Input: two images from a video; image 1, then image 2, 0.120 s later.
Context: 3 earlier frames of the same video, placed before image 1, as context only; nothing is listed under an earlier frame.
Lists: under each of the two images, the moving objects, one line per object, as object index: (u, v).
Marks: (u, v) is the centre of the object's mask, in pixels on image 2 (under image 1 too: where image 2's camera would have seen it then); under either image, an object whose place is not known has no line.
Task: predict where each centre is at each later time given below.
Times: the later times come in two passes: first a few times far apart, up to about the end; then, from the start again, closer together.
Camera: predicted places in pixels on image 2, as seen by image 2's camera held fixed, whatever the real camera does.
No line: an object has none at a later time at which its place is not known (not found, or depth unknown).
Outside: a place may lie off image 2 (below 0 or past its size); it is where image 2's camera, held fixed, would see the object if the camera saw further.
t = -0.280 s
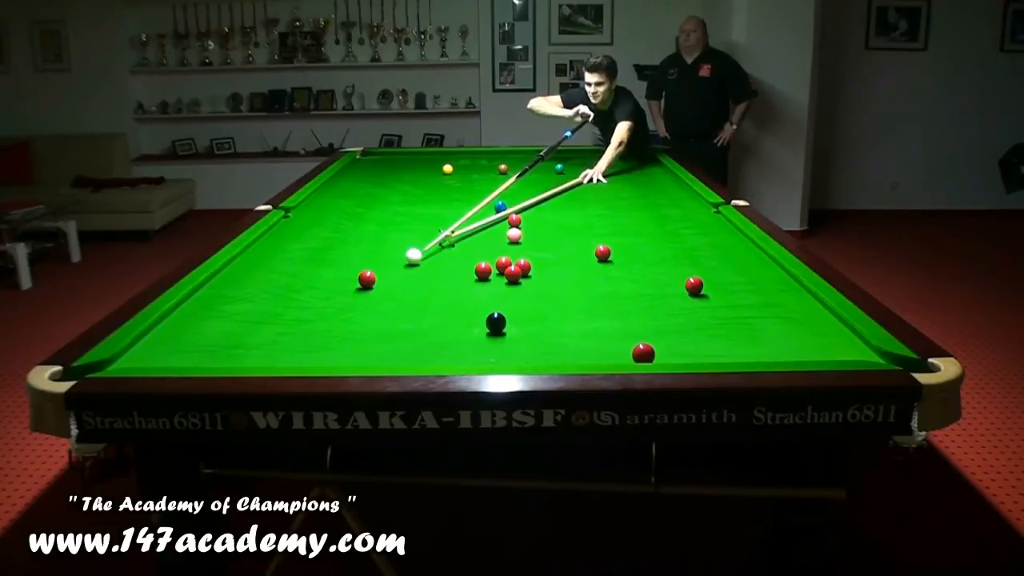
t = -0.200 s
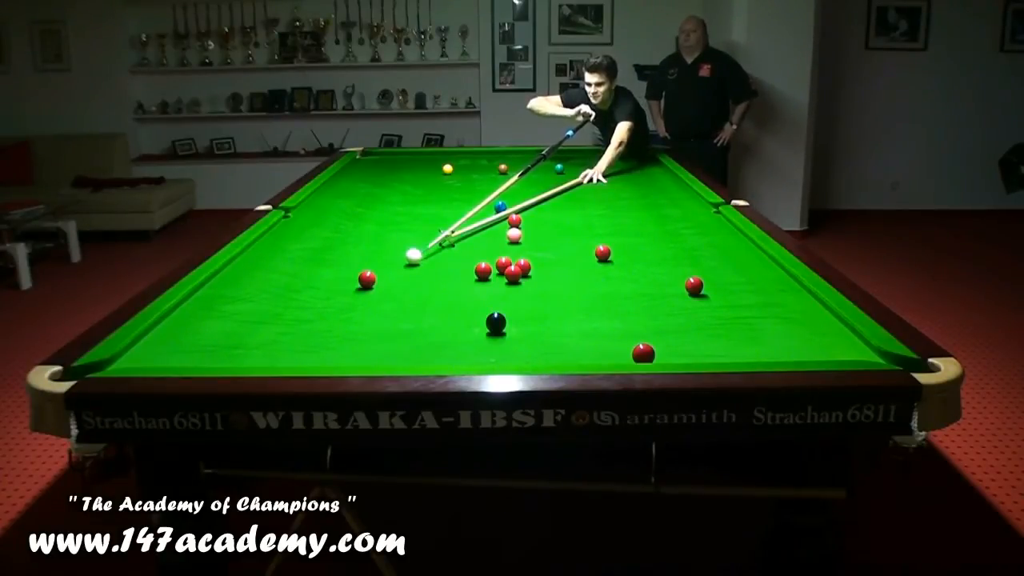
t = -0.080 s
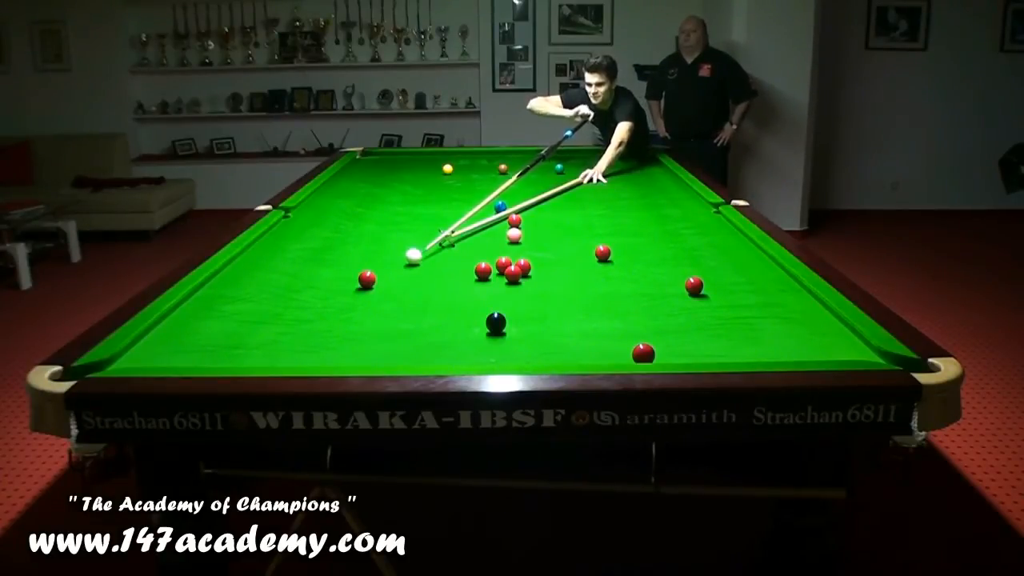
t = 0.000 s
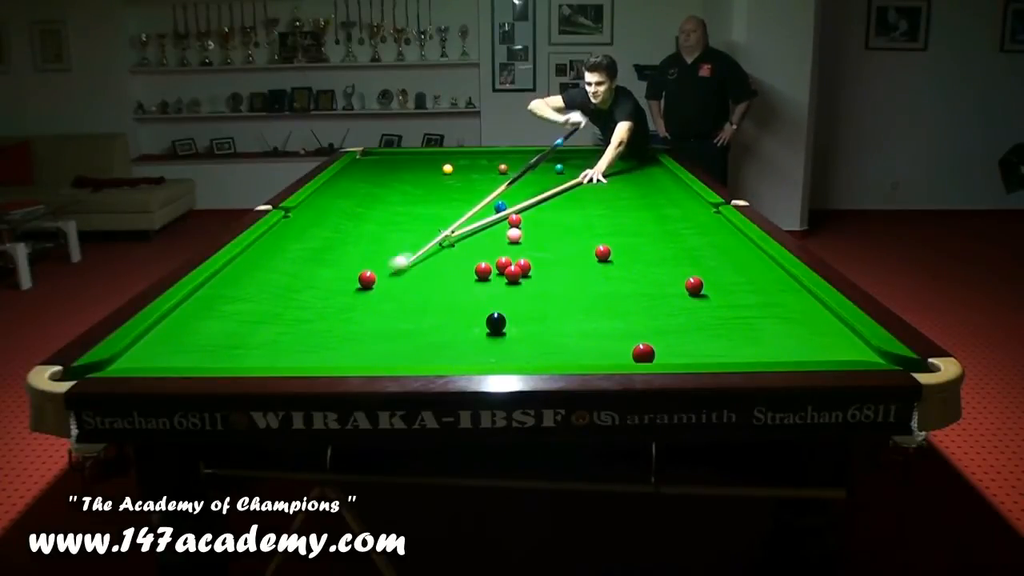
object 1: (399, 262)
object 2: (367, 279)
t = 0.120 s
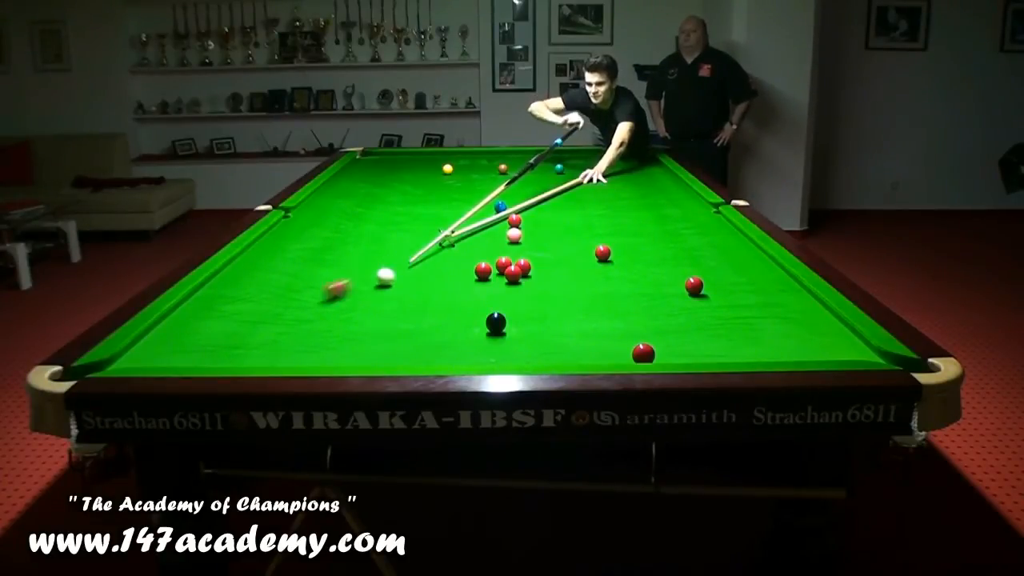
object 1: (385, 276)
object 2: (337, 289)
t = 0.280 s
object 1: (399, 279)
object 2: (259, 316)
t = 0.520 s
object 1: (420, 283)
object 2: (136, 357)
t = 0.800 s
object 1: (444, 288)
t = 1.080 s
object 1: (466, 292)
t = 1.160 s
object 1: (472, 294)
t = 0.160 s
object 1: (389, 277)
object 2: (317, 296)
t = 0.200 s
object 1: (392, 277)
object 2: (298, 302)
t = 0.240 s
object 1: (396, 278)
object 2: (278, 309)
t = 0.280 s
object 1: (399, 279)
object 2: (259, 316)
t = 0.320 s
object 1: (403, 280)
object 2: (240, 323)
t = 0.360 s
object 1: (406, 280)
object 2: (220, 329)
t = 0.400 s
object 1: (410, 281)
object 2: (200, 337)
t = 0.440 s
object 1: (413, 281)
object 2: (178, 344)
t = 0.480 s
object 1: (417, 282)
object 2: (158, 352)
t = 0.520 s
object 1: (420, 283)
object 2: (136, 357)
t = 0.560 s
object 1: (423, 284)
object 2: (114, 362)
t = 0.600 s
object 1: (427, 284)
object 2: (90, 370)
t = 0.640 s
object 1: (430, 285)
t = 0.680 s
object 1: (434, 286)
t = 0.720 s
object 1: (437, 286)
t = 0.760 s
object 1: (441, 287)
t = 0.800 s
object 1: (444, 288)
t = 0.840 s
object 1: (447, 288)
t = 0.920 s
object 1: (454, 290)
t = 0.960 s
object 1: (457, 290)
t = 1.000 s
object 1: (460, 291)
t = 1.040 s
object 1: (463, 292)
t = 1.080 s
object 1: (466, 292)
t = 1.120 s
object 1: (469, 293)
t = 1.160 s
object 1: (472, 294)
